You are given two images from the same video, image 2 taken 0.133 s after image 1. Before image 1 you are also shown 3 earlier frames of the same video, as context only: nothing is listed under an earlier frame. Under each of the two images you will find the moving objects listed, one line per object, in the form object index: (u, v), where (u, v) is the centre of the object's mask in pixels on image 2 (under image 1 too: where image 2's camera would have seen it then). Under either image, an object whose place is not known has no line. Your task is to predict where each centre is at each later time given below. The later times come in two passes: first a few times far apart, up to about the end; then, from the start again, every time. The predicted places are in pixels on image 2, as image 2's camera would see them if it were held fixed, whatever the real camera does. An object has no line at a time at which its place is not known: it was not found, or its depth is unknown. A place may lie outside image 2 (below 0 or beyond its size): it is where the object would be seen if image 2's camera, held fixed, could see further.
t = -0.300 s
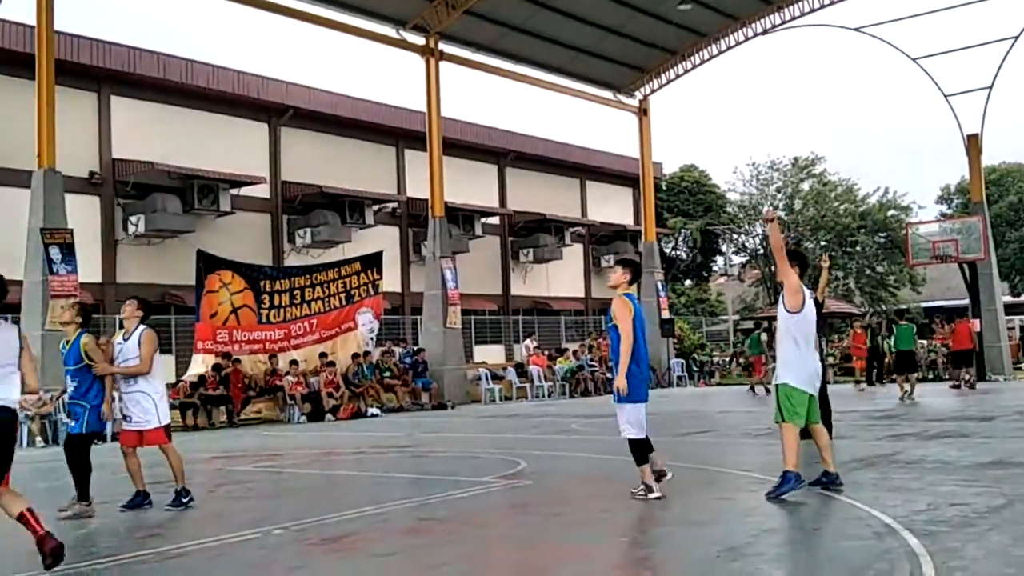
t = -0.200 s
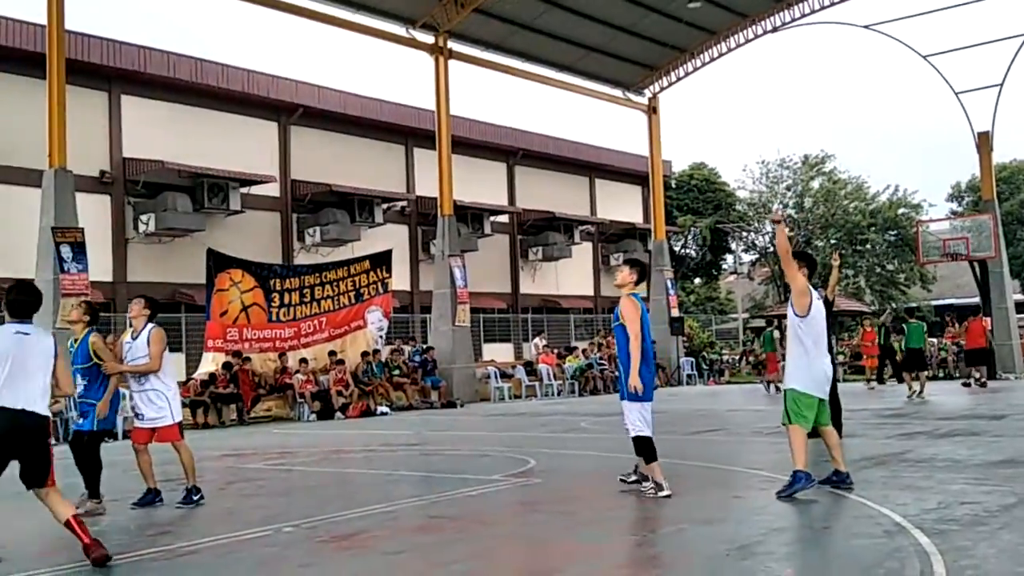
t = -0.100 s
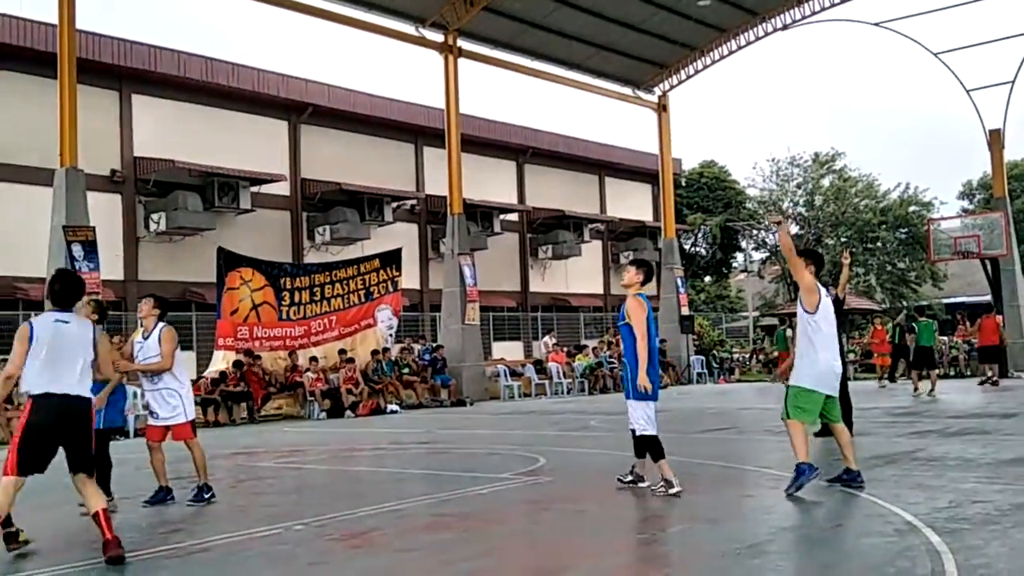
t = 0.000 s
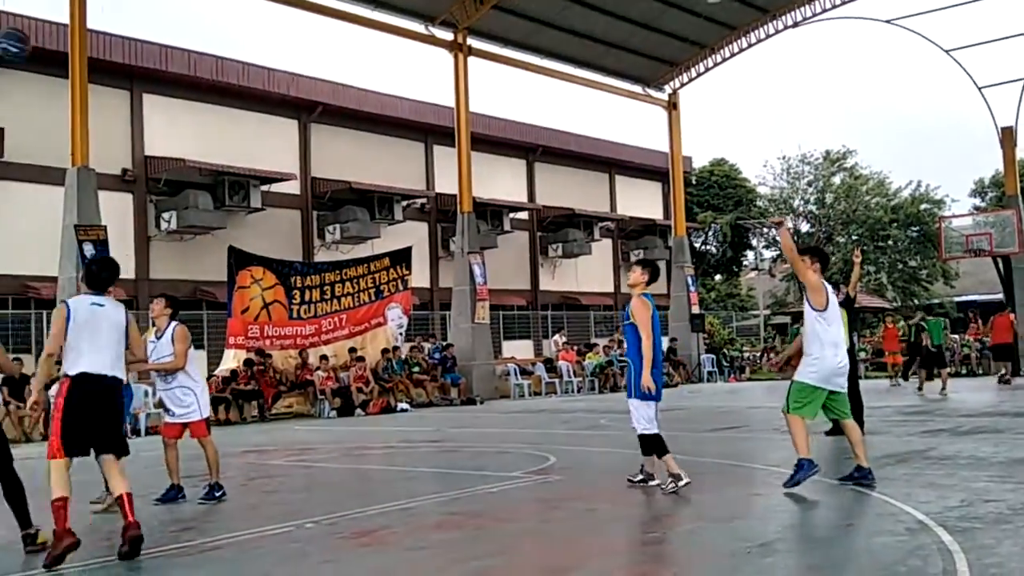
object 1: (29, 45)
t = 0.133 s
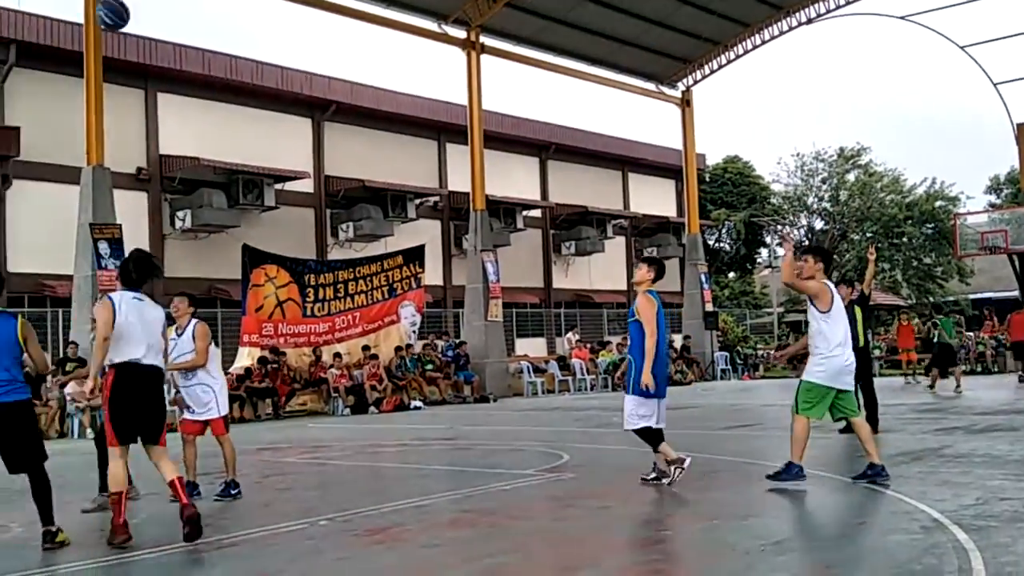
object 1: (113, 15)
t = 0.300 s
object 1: (218, 12)
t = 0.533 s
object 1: (365, 66)
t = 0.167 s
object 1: (134, 12)
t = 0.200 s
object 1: (155, 11)
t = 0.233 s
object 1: (176, 11)
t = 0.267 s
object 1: (197, 11)
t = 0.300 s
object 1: (218, 12)
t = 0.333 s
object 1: (239, 14)
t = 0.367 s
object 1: (260, 18)
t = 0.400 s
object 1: (281, 25)
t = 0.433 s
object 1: (302, 33)
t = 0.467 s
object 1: (323, 42)
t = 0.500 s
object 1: (344, 53)
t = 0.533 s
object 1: (365, 66)
